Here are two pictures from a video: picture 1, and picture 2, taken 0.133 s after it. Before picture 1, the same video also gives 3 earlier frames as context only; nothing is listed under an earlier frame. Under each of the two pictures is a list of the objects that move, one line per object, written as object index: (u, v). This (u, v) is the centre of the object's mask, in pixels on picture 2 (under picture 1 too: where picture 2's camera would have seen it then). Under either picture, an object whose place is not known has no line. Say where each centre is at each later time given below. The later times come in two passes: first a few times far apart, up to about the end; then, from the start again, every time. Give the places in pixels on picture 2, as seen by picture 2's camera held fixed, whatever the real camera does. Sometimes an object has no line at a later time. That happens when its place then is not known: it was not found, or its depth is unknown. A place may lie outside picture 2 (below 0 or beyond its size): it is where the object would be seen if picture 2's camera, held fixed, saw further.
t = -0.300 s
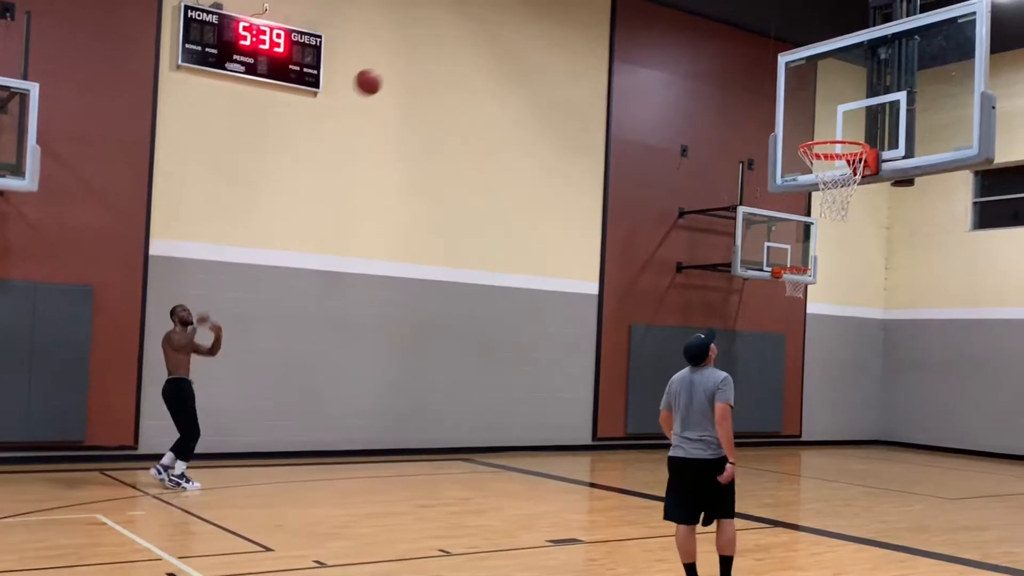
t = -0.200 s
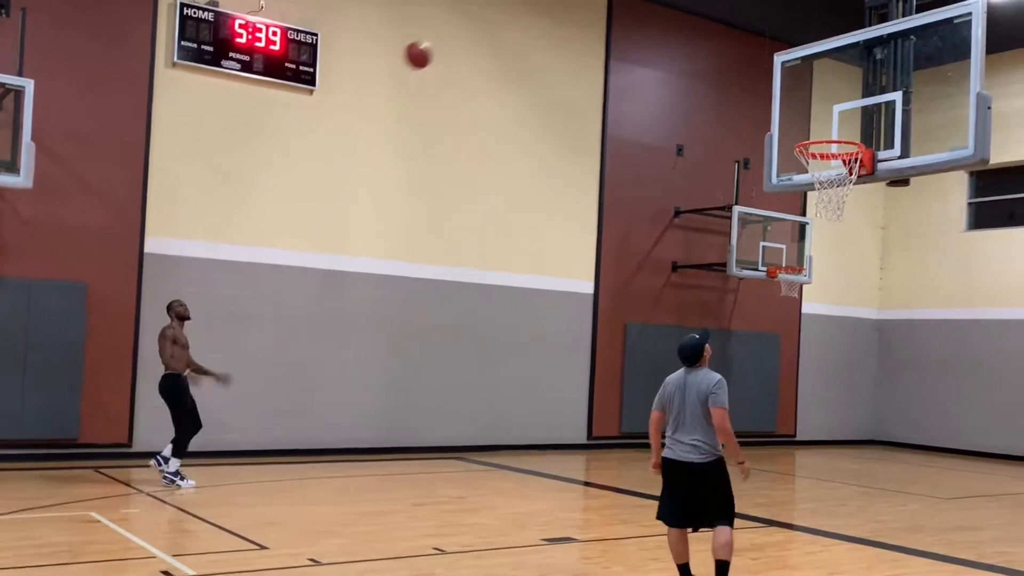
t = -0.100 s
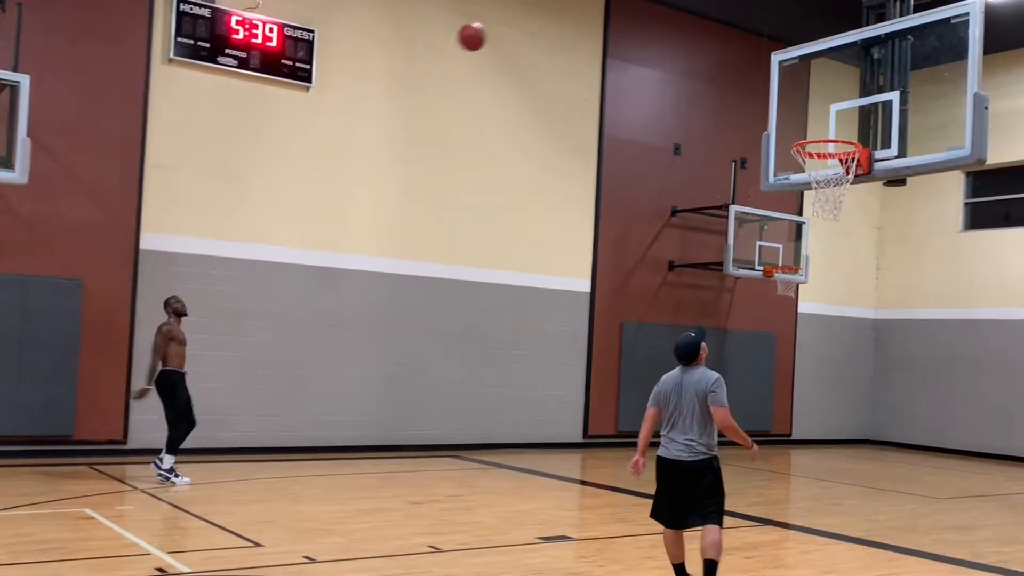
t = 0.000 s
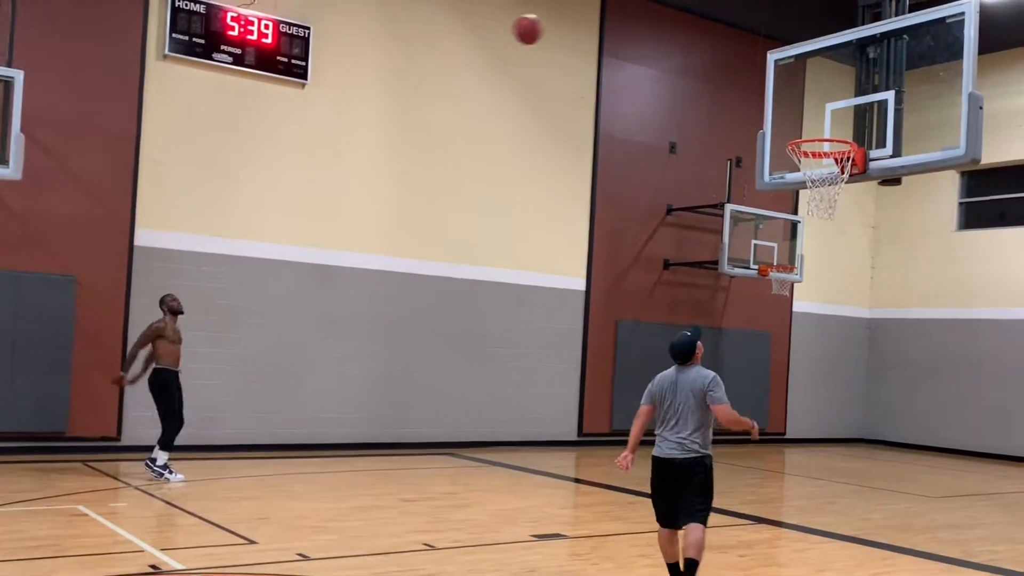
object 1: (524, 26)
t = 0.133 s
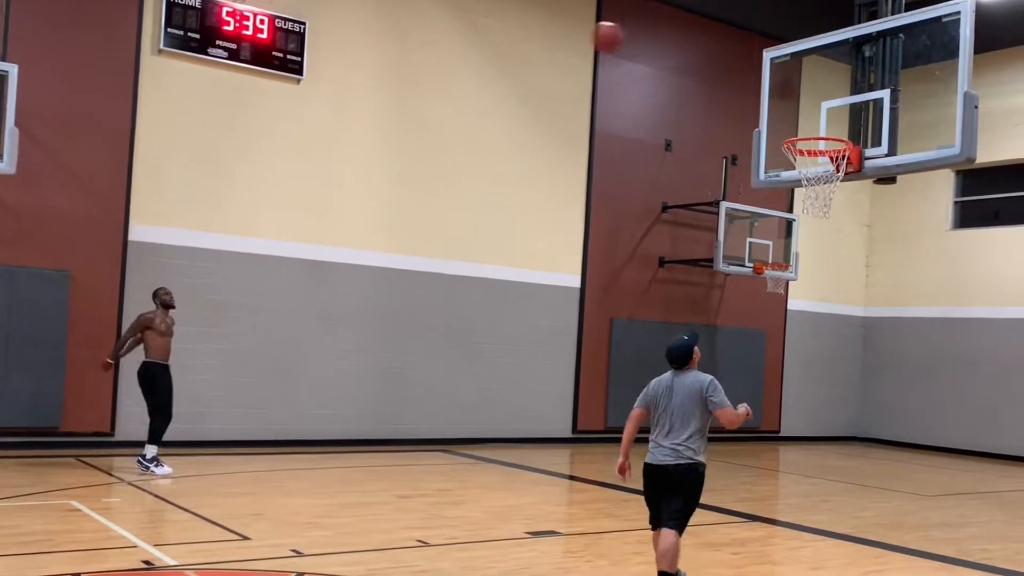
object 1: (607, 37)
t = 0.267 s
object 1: (699, 72)
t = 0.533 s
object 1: (831, 123)
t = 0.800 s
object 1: (815, 132)
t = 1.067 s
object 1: (776, 201)
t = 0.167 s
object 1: (630, 44)
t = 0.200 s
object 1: (651, 52)
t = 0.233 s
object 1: (674, 61)
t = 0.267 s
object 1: (699, 72)
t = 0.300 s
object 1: (721, 85)
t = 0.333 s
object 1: (745, 99)
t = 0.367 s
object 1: (771, 116)
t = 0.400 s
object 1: (792, 129)
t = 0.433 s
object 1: (809, 132)
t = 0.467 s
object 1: (828, 134)
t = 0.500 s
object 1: (833, 132)
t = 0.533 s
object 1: (831, 123)
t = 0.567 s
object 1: (829, 120)
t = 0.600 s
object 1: (828, 118)
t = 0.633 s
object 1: (826, 117)
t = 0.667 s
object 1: (824, 117)
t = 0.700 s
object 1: (822, 119)
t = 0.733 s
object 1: (819, 122)
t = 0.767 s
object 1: (818, 125)
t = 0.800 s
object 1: (815, 132)
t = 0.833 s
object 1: (813, 138)
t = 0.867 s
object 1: (811, 141)
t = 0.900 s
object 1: (806, 152)
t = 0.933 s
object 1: (798, 159)
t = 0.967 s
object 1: (792, 166)
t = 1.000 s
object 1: (785, 178)
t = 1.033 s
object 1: (781, 189)
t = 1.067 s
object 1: (776, 201)
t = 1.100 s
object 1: (770, 215)
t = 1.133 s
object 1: (763, 230)
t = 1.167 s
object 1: (758, 247)
